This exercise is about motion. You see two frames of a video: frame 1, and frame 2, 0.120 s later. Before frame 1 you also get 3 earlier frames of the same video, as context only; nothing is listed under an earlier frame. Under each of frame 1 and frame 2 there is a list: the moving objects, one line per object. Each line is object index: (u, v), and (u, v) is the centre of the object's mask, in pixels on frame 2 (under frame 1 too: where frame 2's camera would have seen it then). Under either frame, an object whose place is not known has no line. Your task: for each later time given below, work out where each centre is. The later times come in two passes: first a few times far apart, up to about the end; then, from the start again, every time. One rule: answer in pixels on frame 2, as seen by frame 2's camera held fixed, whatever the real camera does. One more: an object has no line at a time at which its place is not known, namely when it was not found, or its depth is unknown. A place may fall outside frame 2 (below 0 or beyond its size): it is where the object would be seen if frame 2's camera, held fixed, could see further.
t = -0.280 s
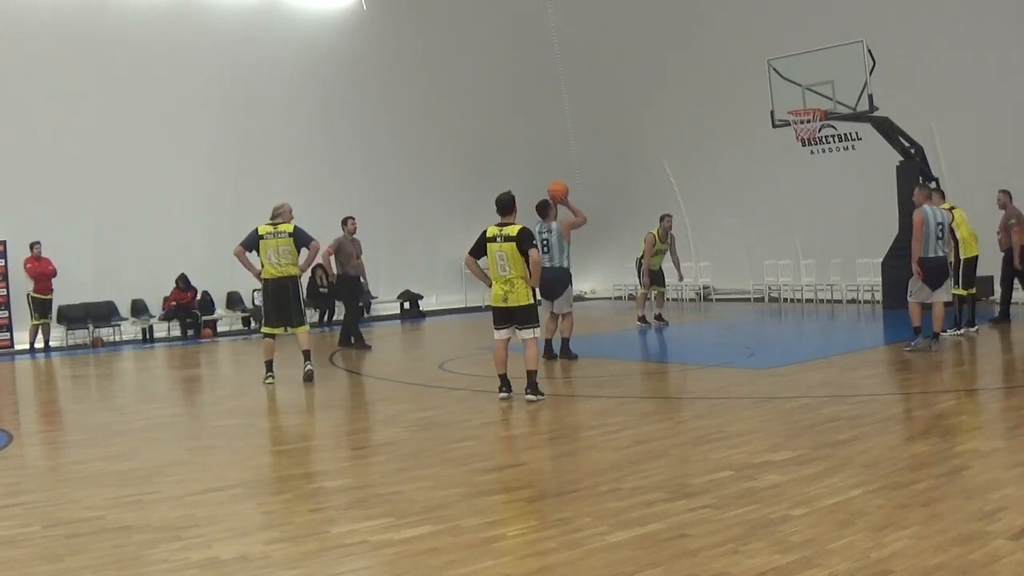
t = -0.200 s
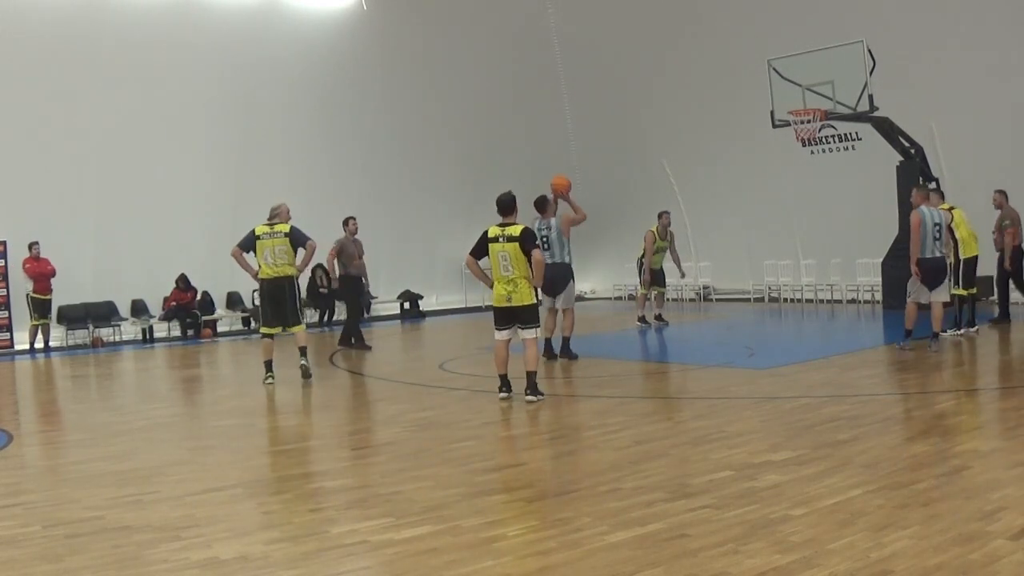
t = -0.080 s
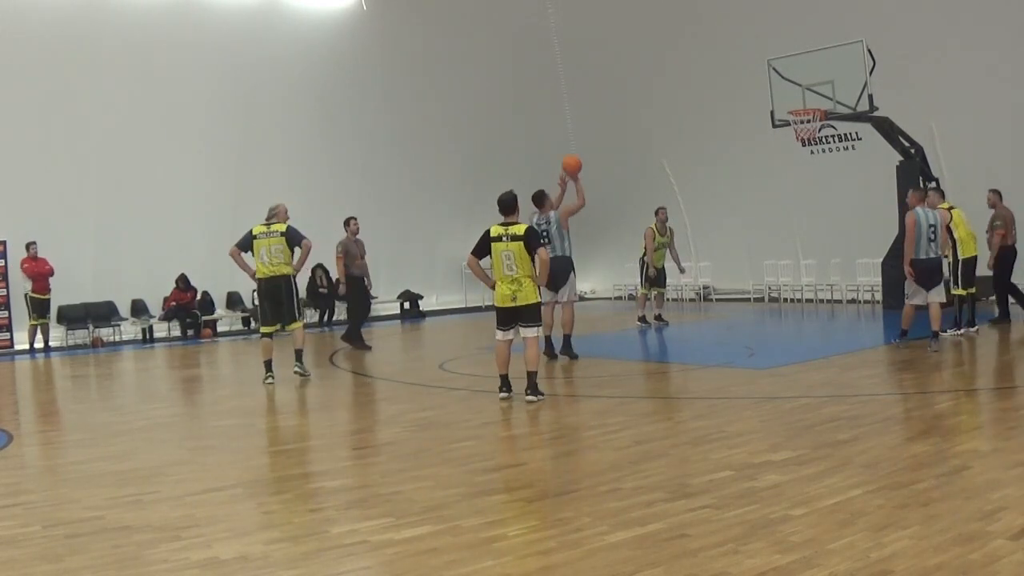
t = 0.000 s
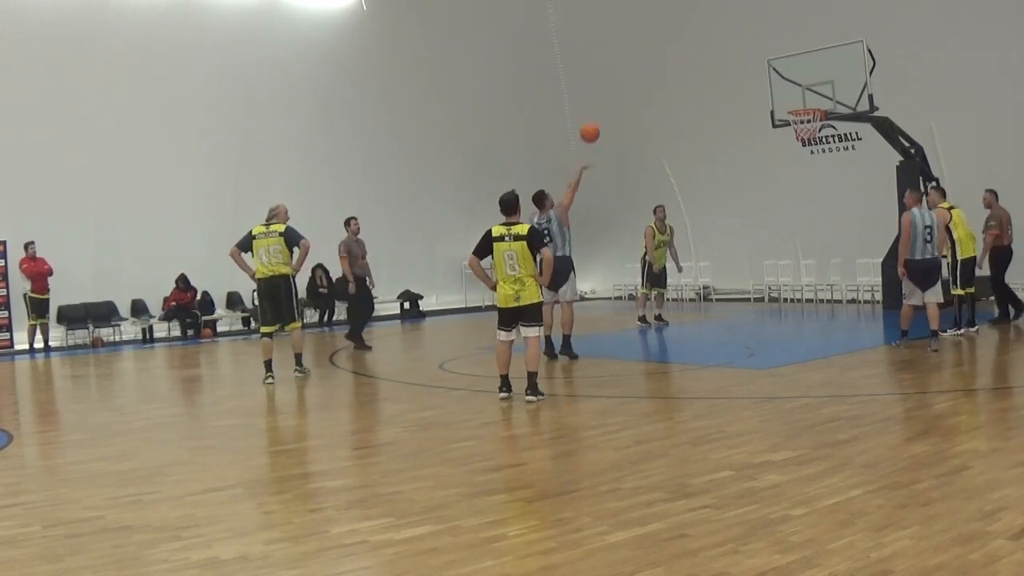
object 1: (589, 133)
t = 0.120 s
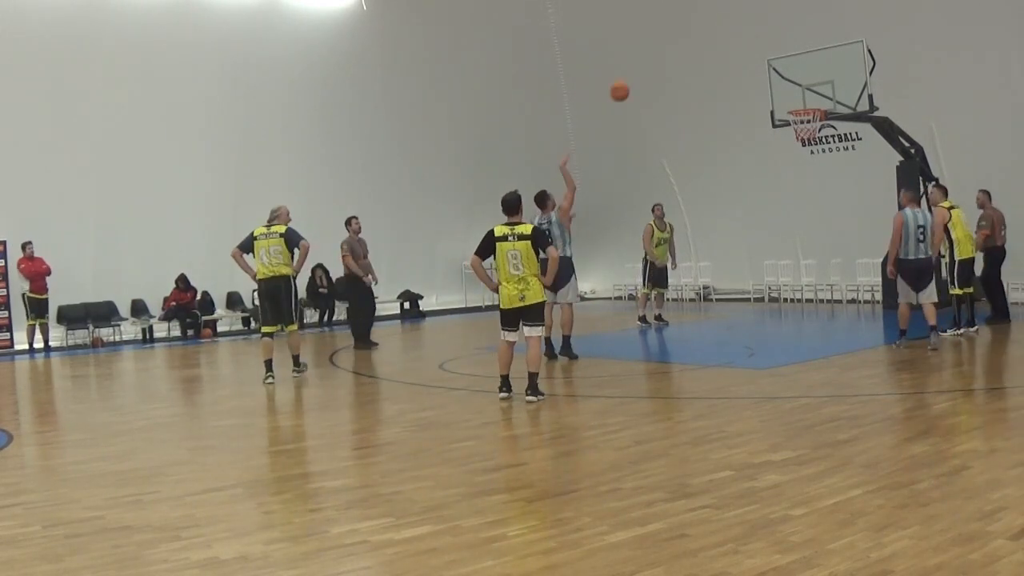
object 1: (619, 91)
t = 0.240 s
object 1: (648, 64)
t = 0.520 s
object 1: (710, 45)
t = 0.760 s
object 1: (760, 72)
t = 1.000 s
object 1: (789, 105)
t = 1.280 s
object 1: (741, 121)
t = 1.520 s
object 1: (704, 175)
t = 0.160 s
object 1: (629, 80)
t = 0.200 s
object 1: (638, 71)
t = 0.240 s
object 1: (648, 64)
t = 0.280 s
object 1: (657, 57)
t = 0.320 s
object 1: (667, 52)
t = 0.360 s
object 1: (675, 48)
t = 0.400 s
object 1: (684, 46)
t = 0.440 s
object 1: (693, 44)
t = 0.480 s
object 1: (702, 44)
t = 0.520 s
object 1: (710, 45)
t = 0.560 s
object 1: (719, 46)
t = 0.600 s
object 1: (727, 49)
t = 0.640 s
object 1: (735, 53)
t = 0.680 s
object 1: (744, 59)
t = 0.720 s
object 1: (752, 65)
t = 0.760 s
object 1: (760, 72)
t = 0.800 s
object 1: (768, 80)
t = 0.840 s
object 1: (776, 89)
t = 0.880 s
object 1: (784, 99)
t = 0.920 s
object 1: (789, 106)
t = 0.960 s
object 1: (789, 105)
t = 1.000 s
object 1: (789, 105)
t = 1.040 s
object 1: (782, 104)
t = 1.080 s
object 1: (775, 104)
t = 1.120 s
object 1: (768, 106)
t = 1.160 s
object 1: (761, 108)
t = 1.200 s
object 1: (754, 111)
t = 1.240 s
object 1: (748, 116)
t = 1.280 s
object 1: (741, 121)
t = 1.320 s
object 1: (735, 127)
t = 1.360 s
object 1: (729, 135)
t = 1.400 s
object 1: (722, 143)
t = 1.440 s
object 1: (716, 153)
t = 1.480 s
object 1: (710, 164)
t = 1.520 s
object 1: (704, 175)
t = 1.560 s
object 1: (698, 188)
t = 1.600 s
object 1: (692, 202)
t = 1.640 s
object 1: (686, 217)
